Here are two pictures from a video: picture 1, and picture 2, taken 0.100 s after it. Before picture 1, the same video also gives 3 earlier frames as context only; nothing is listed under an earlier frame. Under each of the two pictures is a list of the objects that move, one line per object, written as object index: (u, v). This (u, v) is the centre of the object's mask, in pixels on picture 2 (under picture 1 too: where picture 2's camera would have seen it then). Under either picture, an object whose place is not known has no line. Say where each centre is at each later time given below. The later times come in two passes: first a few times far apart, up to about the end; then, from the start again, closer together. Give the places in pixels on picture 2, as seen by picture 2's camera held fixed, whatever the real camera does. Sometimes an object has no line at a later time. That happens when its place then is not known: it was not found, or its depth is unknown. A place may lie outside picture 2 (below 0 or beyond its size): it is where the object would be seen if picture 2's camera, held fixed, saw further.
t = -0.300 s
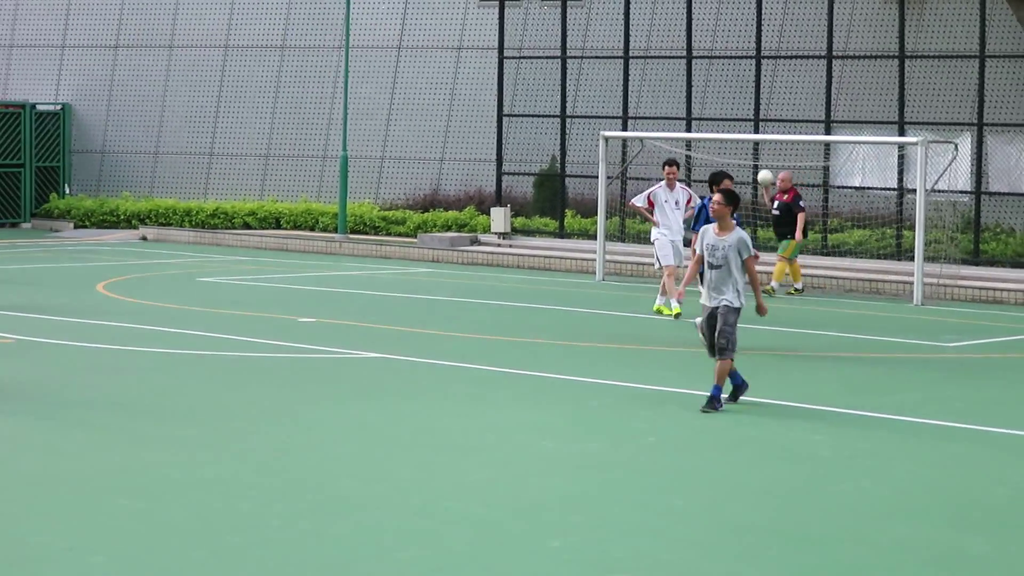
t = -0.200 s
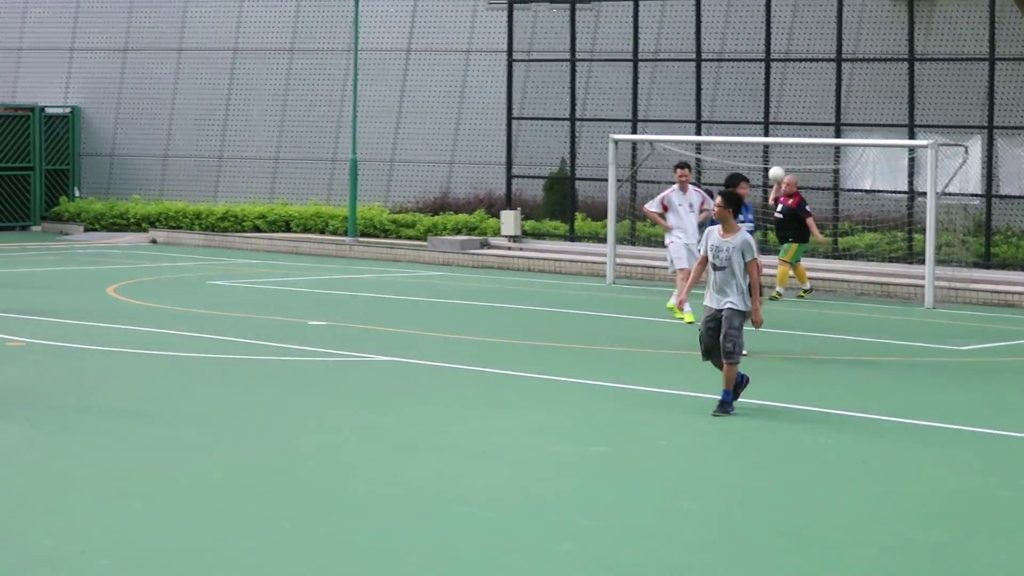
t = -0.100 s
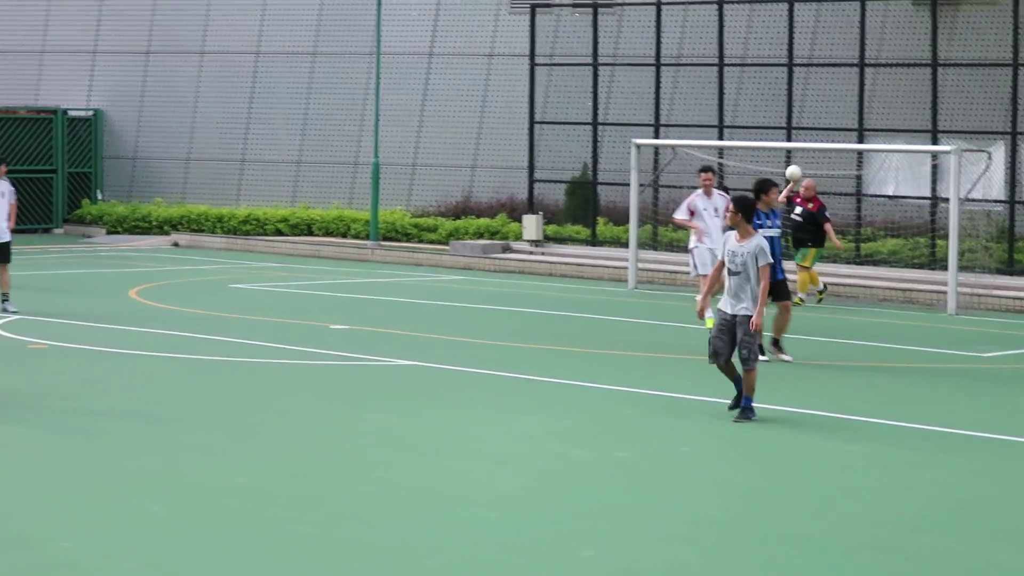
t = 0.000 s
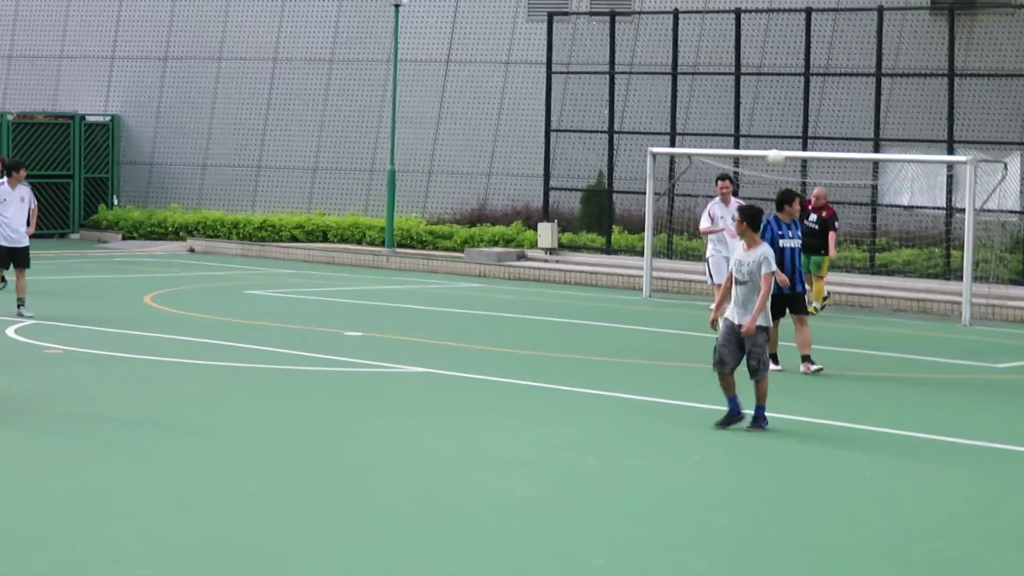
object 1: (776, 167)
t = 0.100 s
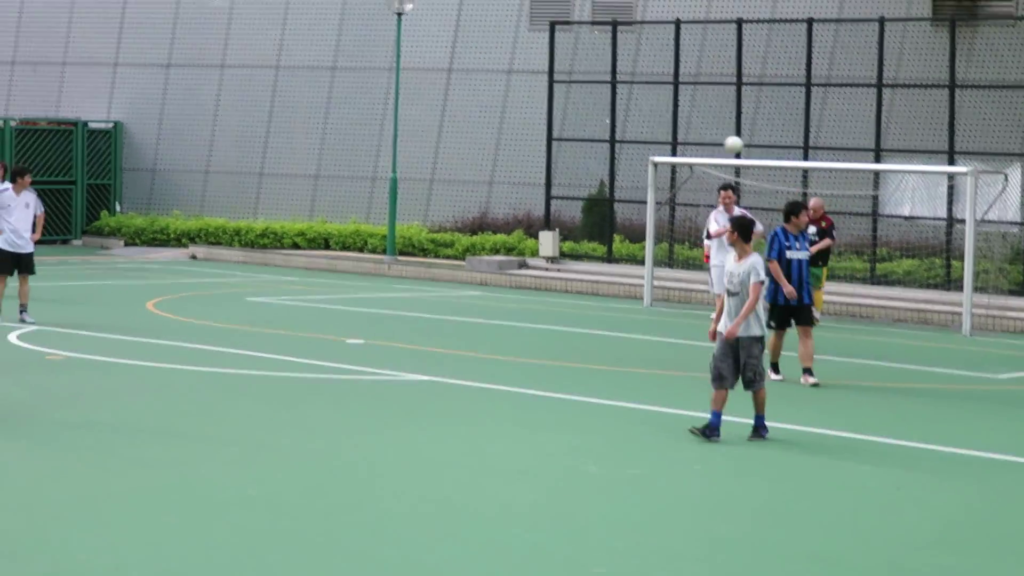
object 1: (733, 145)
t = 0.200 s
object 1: (689, 127)
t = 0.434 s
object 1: (579, 115)
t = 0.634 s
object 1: (478, 138)
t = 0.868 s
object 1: (350, 213)
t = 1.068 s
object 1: (230, 326)
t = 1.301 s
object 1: (149, 261)
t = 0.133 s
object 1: (719, 138)
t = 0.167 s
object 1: (704, 132)
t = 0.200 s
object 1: (689, 127)
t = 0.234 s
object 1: (674, 124)
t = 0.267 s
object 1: (659, 120)
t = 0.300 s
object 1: (643, 116)
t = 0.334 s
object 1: (627, 115)
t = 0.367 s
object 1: (611, 115)
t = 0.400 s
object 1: (596, 114)
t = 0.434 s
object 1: (579, 115)
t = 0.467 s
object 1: (562, 116)
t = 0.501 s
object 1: (546, 119)
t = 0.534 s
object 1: (530, 122)
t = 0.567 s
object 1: (512, 127)
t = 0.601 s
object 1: (495, 132)
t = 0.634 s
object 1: (478, 138)
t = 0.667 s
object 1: (461, 145)
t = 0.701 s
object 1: (443, 154)
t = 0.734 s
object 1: (425, 163)
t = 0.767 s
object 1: (407, 175)
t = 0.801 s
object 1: (388, 187)
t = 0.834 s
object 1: (370, 198)
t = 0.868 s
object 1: (350, 213)
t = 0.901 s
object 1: (331, 230)
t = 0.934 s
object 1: (312, 245)
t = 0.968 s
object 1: (292, 263)
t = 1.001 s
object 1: (272, 282)
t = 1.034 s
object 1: (250, 303)
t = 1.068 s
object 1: (230, 326)
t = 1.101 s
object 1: (209, 350)
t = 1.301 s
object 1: (149, 261)
